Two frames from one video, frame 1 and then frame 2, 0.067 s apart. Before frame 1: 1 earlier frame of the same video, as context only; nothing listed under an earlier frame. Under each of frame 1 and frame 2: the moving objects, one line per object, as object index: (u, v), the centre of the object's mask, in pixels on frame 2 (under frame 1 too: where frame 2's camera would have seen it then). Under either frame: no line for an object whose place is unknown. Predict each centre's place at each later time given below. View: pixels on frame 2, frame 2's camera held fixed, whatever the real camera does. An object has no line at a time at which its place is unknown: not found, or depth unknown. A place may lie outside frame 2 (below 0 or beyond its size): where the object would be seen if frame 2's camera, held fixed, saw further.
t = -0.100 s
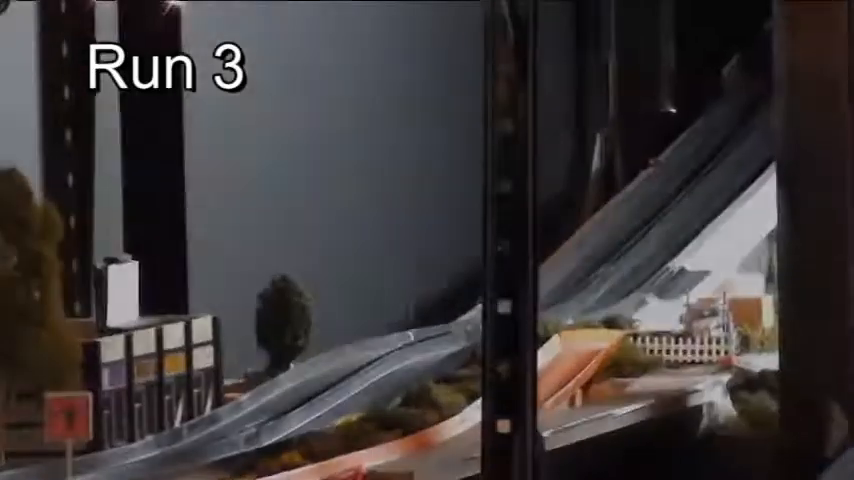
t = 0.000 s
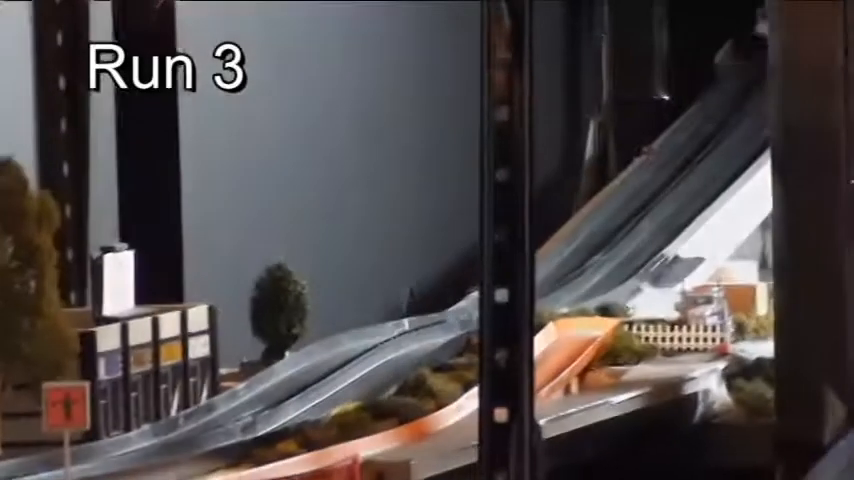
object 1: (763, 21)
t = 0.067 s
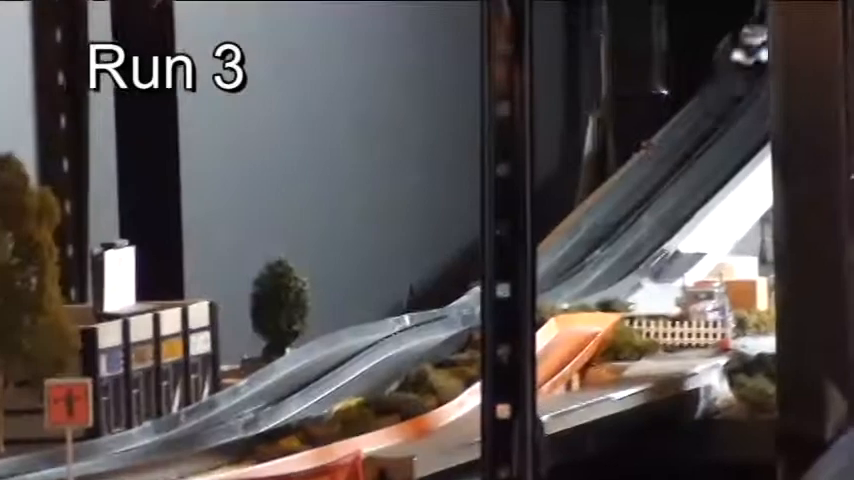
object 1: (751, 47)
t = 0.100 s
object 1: (742, 63)
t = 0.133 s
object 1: (729, 78)
